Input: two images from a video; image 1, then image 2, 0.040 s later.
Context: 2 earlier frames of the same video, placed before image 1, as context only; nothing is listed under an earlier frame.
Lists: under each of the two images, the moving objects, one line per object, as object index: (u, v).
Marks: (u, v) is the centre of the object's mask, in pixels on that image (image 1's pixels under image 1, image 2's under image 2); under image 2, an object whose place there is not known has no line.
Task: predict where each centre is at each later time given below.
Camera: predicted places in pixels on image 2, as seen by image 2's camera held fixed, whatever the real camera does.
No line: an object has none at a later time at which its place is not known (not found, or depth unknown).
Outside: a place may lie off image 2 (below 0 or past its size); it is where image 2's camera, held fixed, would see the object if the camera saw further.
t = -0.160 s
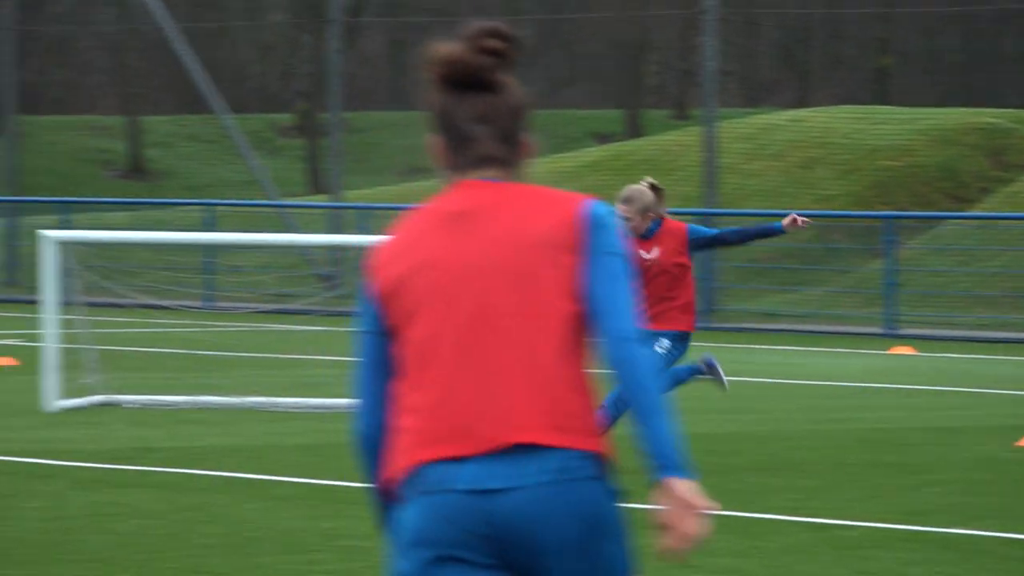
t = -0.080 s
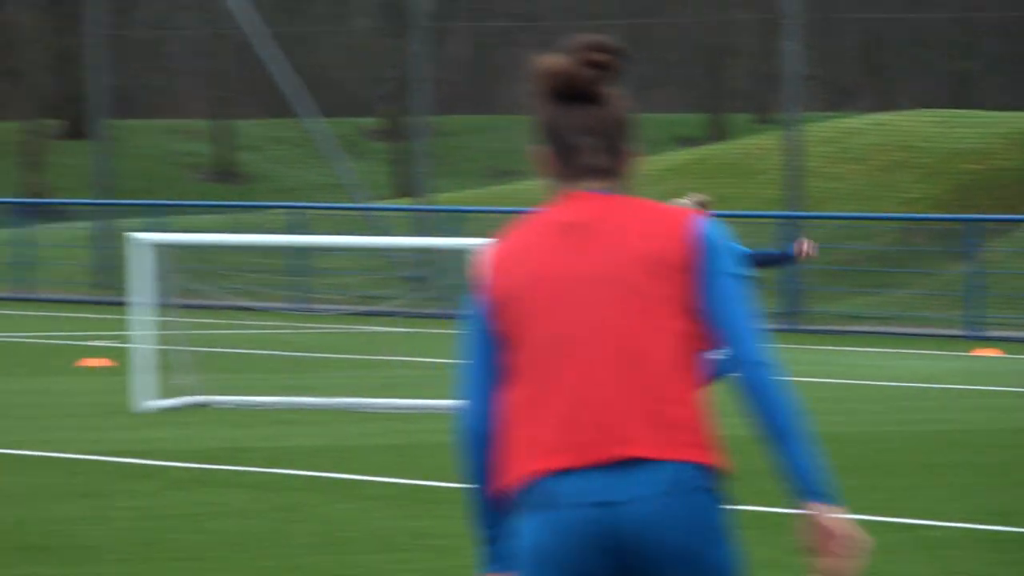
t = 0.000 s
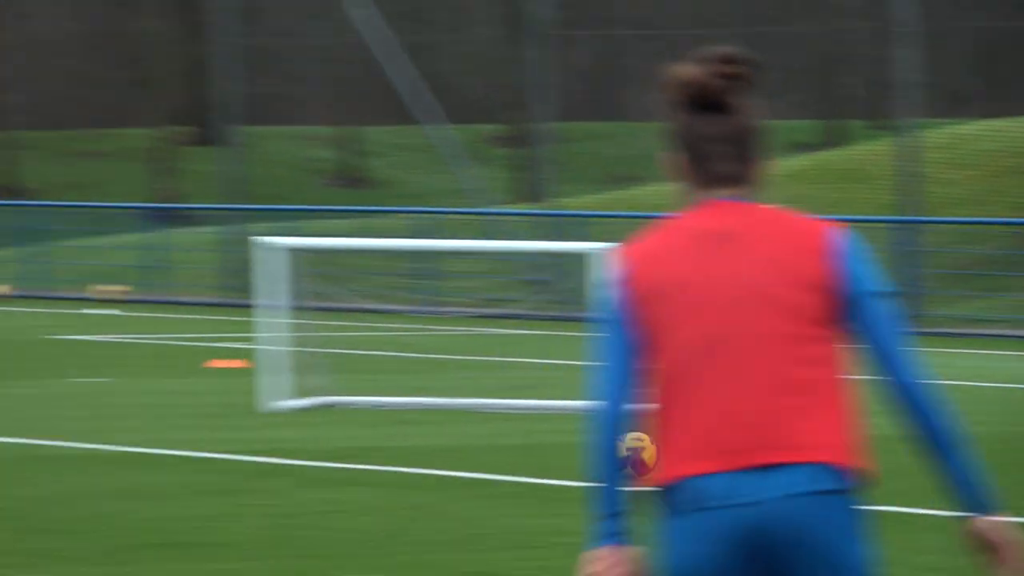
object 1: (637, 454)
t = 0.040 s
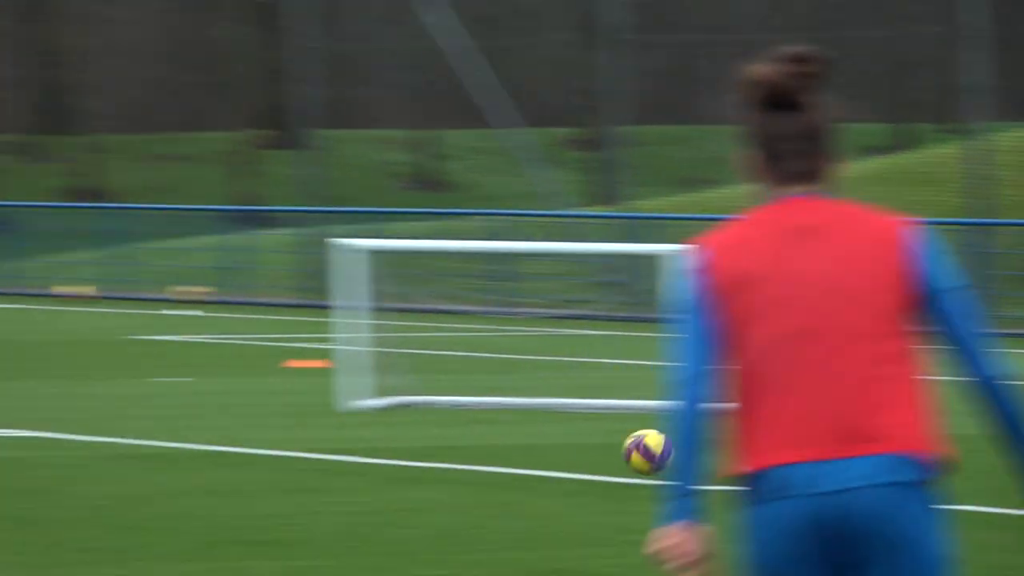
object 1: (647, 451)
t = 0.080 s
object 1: (588, 447)
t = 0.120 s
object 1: (525, 448)
